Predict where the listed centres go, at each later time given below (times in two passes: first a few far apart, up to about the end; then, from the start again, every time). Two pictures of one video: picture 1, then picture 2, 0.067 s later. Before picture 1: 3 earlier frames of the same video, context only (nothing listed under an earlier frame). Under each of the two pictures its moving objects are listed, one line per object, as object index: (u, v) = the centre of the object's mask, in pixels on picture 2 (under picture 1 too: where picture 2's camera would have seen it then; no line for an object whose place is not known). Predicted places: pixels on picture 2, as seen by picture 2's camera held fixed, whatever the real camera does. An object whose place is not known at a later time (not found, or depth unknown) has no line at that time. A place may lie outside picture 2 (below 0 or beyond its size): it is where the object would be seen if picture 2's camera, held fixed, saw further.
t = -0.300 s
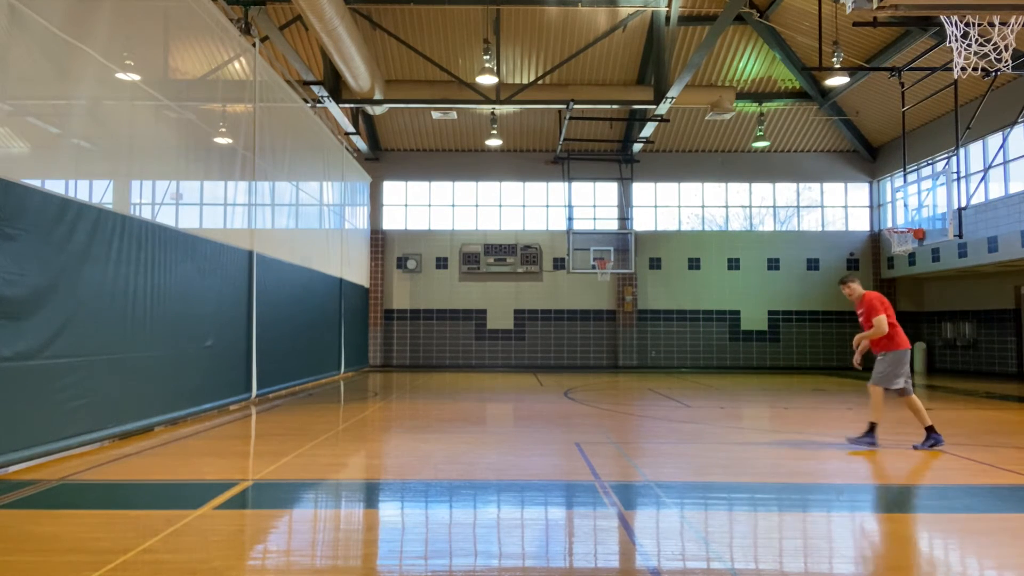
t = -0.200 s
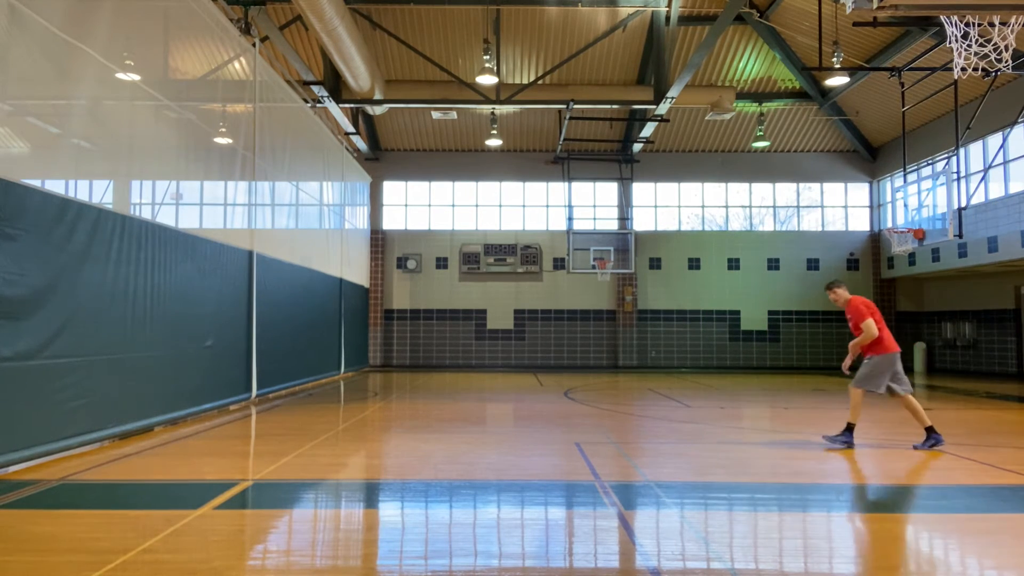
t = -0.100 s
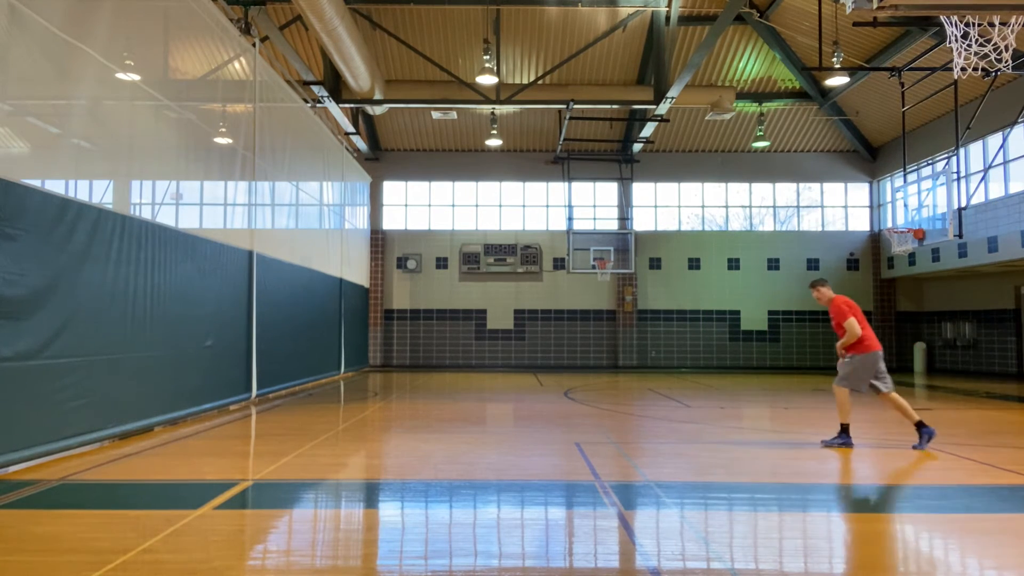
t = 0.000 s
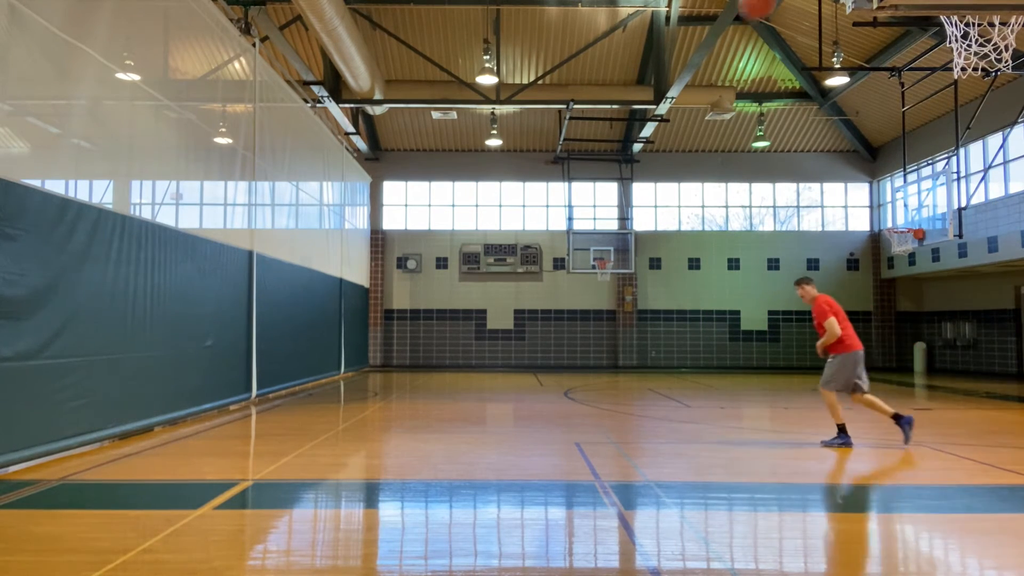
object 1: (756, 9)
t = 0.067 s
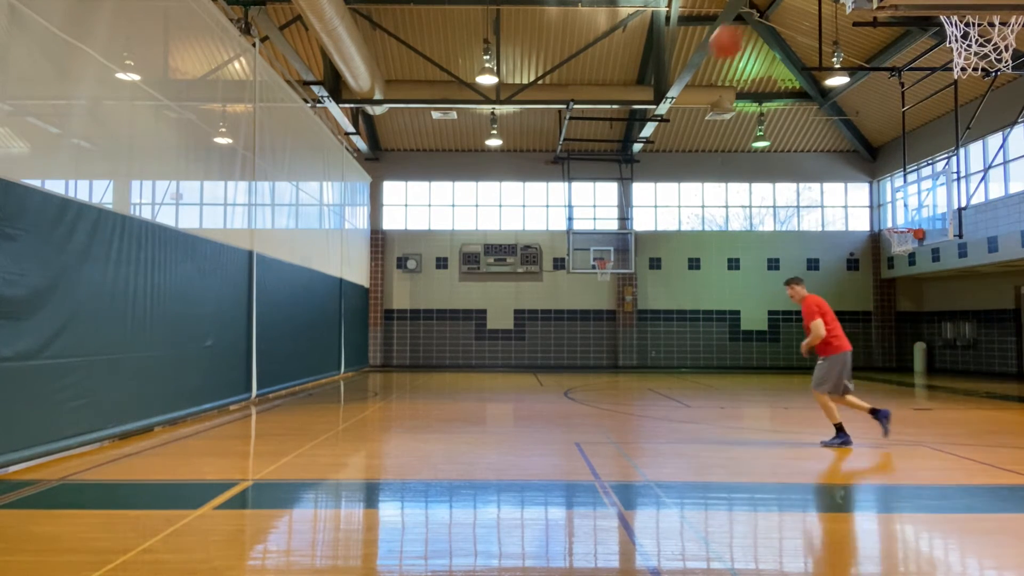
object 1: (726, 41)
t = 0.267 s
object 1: (648, 170)
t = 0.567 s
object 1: (562, 382)
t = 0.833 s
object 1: (525, 342)
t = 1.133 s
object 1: (496, 271)
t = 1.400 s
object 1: (474, 276)
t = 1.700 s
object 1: (452, 346)
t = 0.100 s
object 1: (710, 63)
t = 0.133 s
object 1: (698, 85)
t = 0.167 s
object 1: (683, 109)
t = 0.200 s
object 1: (672, 127)
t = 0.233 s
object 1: (659, 150)
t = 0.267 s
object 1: (648, 170)
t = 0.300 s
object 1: (634, 195)
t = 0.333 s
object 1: (625, 218)
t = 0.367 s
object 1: (616, 241)
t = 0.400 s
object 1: (606, 263)
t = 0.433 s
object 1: (596, 287)
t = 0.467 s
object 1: (587, 311)
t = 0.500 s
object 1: (579, 334)
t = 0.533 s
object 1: (570, 358)
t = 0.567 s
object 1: (562, 382)
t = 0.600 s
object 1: (554, 408)
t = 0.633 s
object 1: (547, 433)
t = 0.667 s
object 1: (542, 425)
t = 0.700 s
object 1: (538, 405)
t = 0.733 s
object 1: (535, 386)
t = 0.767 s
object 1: (532, 370)
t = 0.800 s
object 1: (529, 356)
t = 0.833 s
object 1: (525, 342)
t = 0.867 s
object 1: (522, 330)
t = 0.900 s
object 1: (518, 319)
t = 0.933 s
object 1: (514, 308)
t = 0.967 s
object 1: (512, 300)
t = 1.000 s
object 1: (508, 292)
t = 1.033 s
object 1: (505, 285)
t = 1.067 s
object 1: (502, 279)
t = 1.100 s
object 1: (499, 275)
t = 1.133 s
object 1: (496, 271)
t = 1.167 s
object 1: (493, 269)
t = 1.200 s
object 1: (491, 267)
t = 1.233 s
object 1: (487, 266)
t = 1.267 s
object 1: (485, 267)
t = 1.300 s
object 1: (482, 268)
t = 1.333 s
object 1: (479, 270)
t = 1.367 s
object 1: (476, 272)
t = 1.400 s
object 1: (474, 276)
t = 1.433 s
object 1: (471, 281)
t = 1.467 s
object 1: (468, 287)
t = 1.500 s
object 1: (466, 294)
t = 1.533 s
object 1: (463, 300)
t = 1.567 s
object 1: (461, 308)
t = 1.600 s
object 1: (458, 316)
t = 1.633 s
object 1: (456, 325)
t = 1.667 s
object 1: (454, 335)
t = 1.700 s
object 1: (452, 346)
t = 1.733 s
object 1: (449, 357)
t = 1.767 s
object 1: (446, 368)
